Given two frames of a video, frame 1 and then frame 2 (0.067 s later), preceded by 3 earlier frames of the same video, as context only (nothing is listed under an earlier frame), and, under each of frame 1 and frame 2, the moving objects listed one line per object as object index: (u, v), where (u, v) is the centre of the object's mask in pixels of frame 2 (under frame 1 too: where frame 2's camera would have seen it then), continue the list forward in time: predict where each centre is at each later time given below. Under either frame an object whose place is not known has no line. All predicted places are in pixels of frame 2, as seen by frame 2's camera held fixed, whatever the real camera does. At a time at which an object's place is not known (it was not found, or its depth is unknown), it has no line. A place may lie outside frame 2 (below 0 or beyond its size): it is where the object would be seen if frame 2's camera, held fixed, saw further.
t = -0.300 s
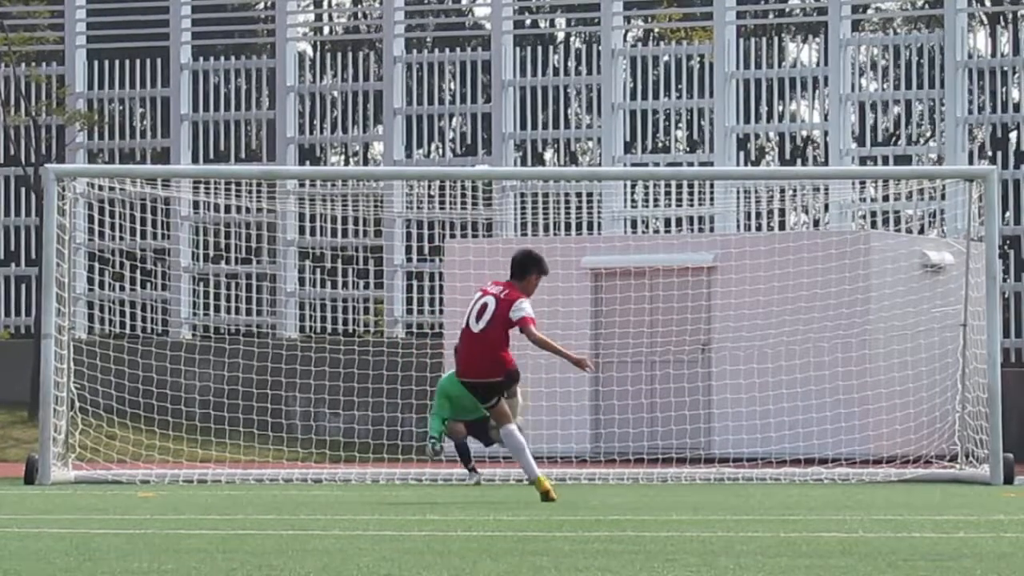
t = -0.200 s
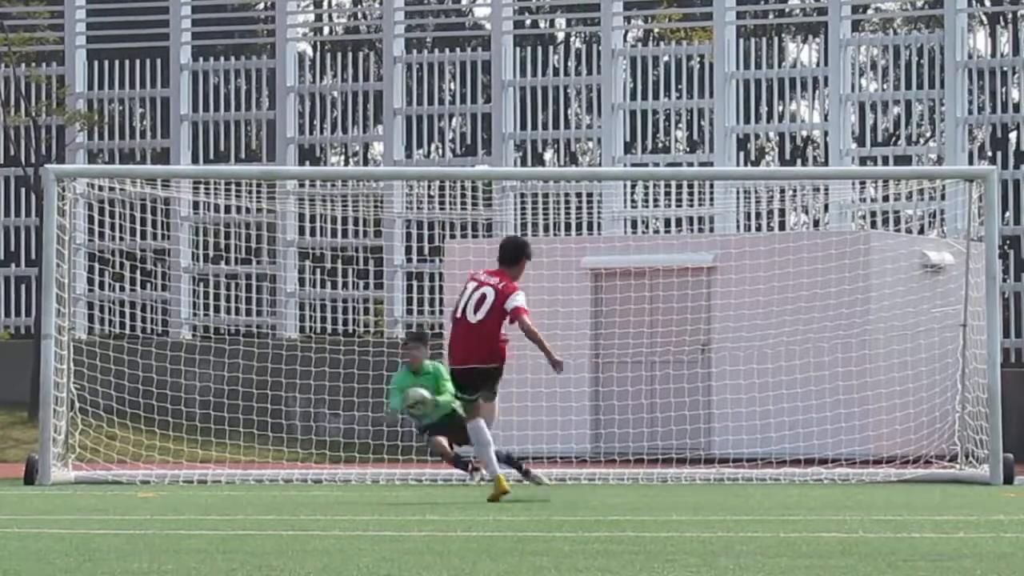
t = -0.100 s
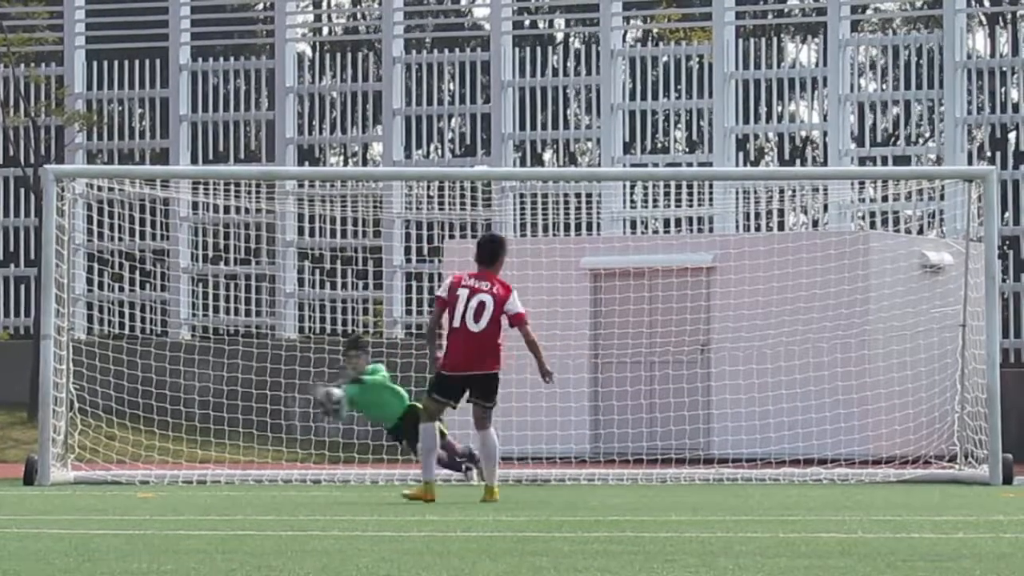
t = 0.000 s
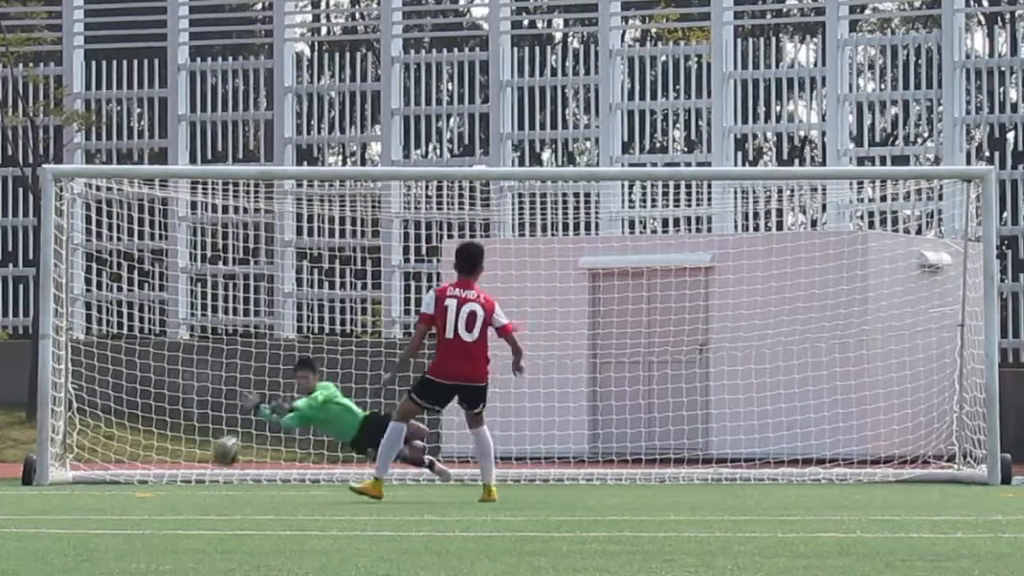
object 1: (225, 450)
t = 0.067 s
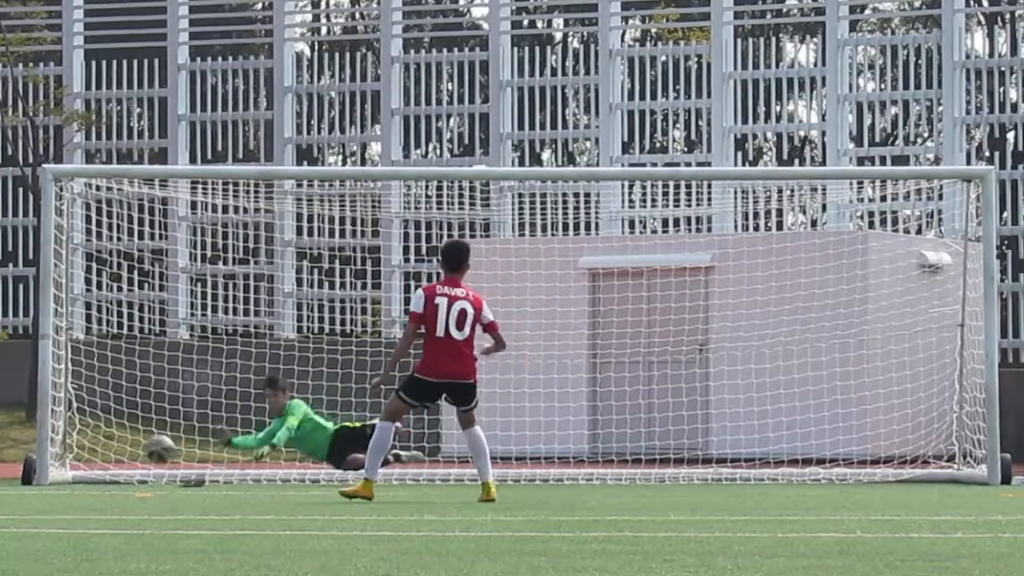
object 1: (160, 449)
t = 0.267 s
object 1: (9, 332)
